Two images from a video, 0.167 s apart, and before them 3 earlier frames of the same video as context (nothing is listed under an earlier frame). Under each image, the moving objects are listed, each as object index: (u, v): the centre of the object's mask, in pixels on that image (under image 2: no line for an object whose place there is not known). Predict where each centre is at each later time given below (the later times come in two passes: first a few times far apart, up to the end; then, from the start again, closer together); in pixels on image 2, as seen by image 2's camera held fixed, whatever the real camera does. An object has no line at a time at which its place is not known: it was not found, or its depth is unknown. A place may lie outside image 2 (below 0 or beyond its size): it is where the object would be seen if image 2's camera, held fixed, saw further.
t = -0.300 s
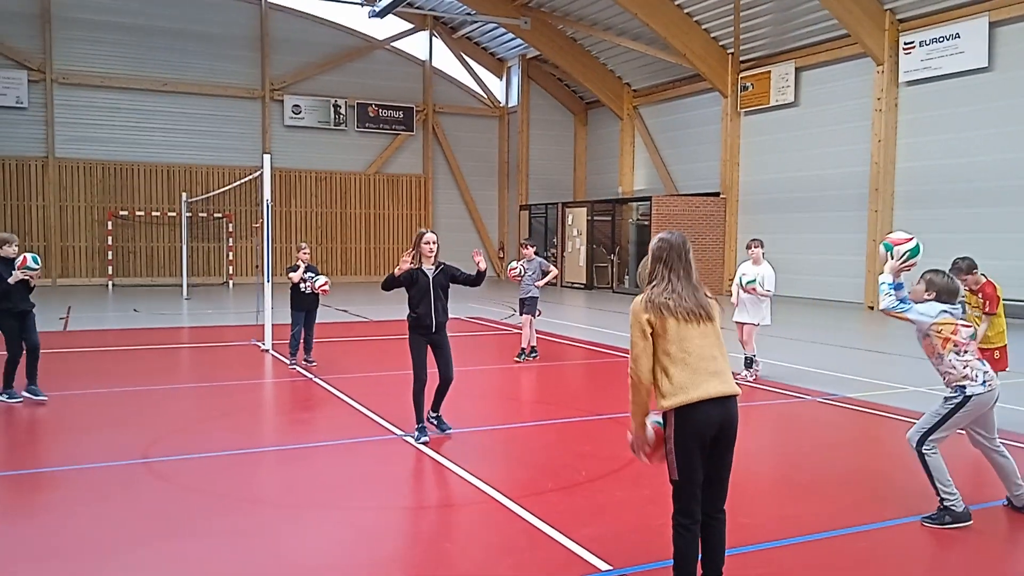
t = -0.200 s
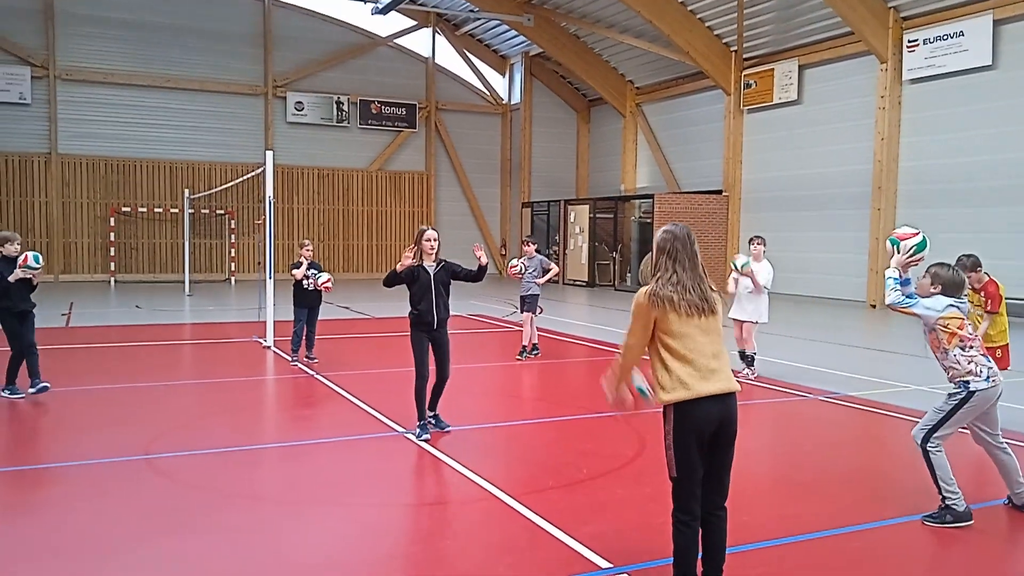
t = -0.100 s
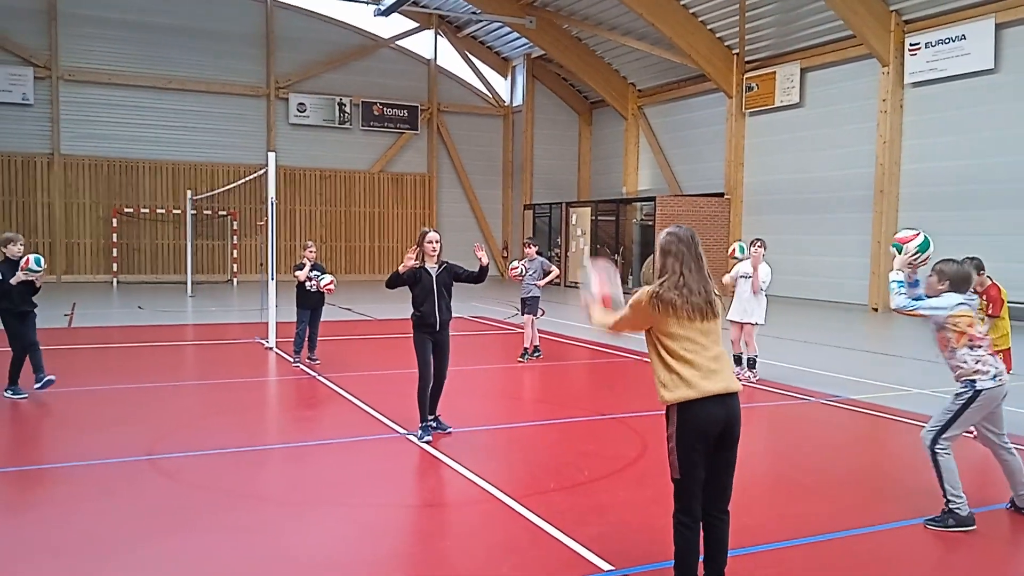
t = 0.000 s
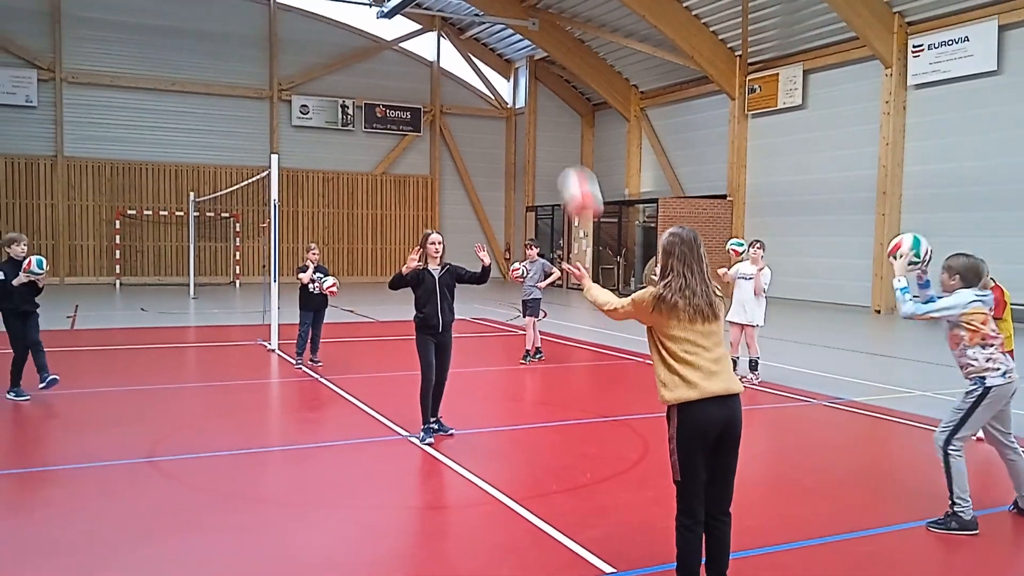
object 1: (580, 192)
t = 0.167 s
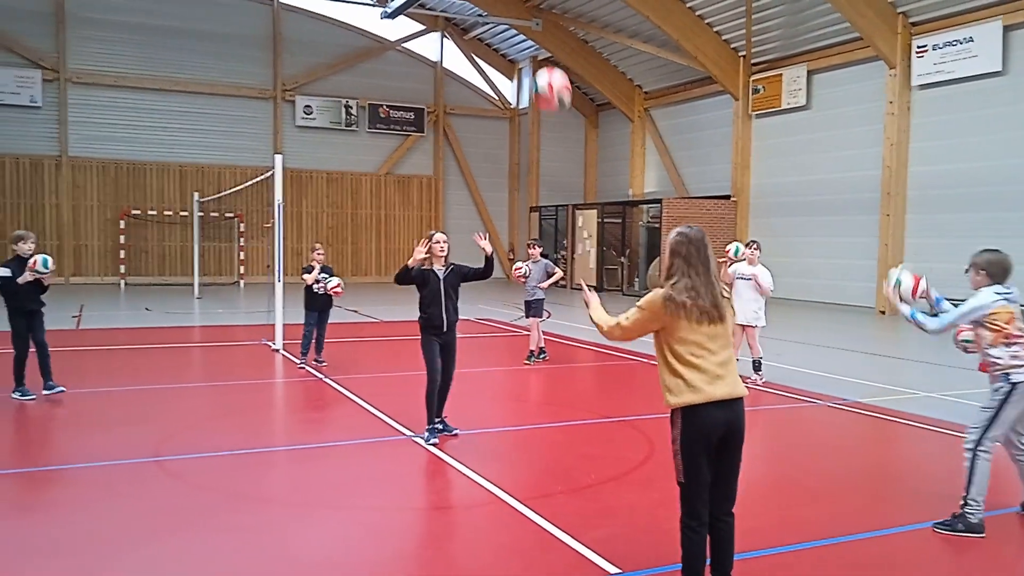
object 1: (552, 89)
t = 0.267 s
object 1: (534, 58)
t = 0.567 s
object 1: (488, 67)
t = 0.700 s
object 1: (470, 116)
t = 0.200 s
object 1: (546, 76)
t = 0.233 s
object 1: (541, 66)
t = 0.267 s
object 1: (534, 58)
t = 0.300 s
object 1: (527, 52)
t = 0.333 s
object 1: (523, 48)
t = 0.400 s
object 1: (512, 44)
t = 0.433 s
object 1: (506, 45)
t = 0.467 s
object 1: (501, 49)
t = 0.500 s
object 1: (498, 53)
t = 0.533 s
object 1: (492, 60)
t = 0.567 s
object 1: (488, 67)
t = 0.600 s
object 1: (482, 79)
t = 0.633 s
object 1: (478, 90)
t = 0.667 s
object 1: (474, 103)
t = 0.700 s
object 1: (470, 116)
